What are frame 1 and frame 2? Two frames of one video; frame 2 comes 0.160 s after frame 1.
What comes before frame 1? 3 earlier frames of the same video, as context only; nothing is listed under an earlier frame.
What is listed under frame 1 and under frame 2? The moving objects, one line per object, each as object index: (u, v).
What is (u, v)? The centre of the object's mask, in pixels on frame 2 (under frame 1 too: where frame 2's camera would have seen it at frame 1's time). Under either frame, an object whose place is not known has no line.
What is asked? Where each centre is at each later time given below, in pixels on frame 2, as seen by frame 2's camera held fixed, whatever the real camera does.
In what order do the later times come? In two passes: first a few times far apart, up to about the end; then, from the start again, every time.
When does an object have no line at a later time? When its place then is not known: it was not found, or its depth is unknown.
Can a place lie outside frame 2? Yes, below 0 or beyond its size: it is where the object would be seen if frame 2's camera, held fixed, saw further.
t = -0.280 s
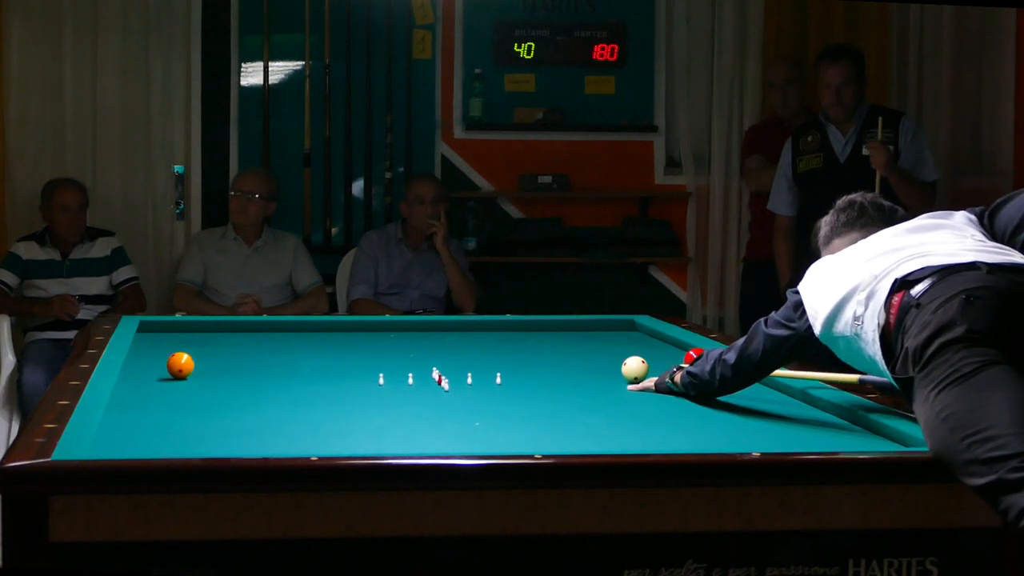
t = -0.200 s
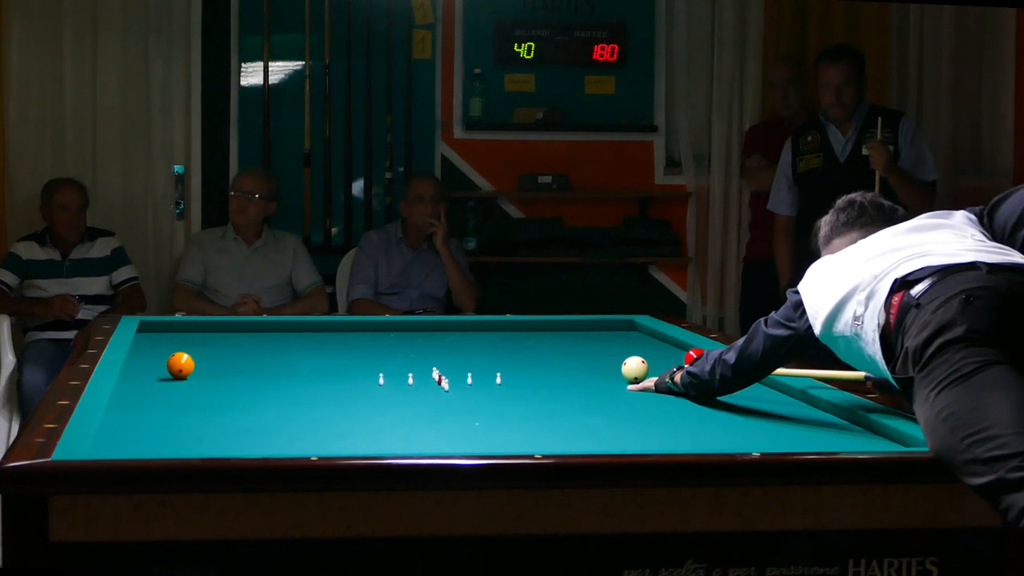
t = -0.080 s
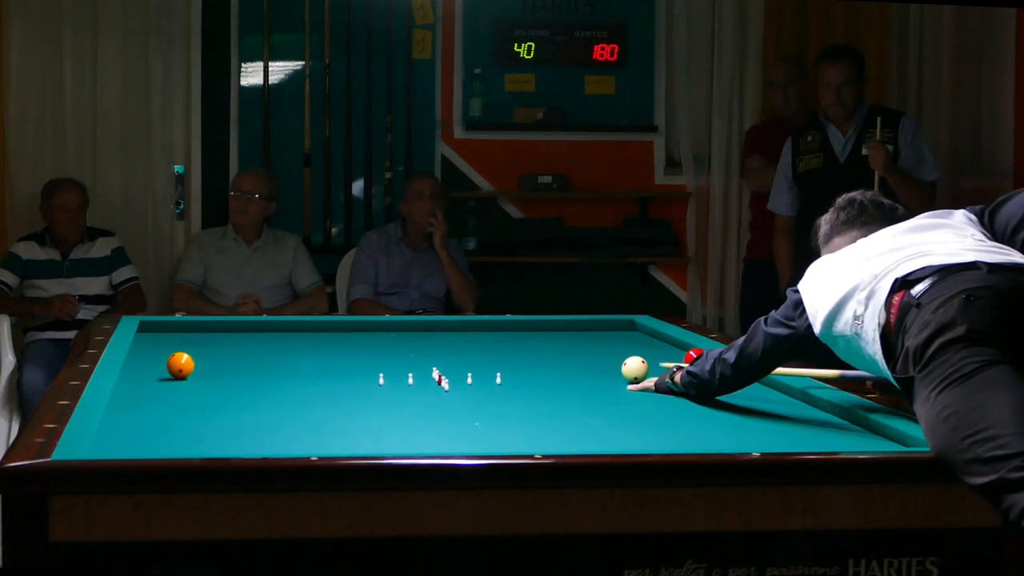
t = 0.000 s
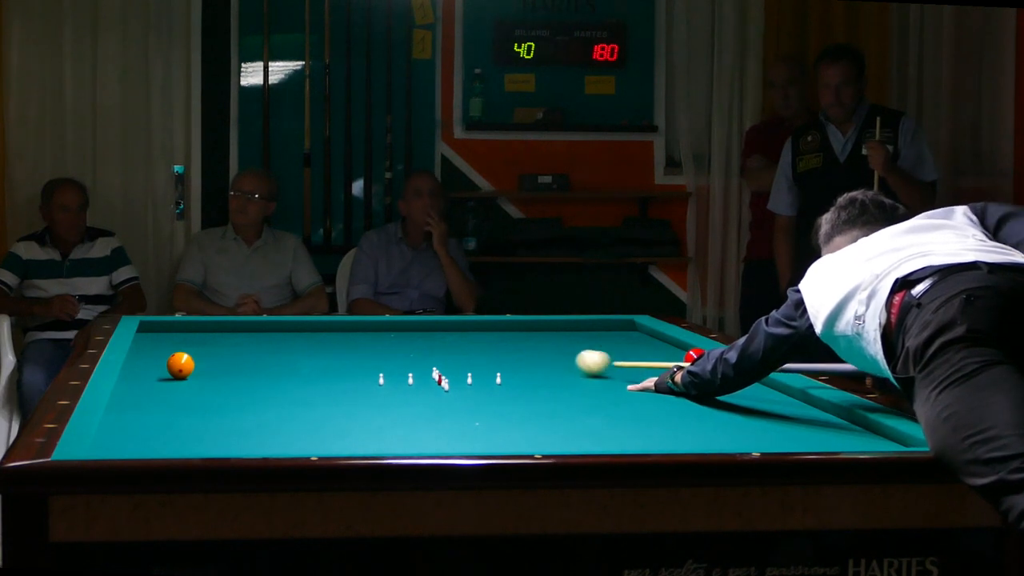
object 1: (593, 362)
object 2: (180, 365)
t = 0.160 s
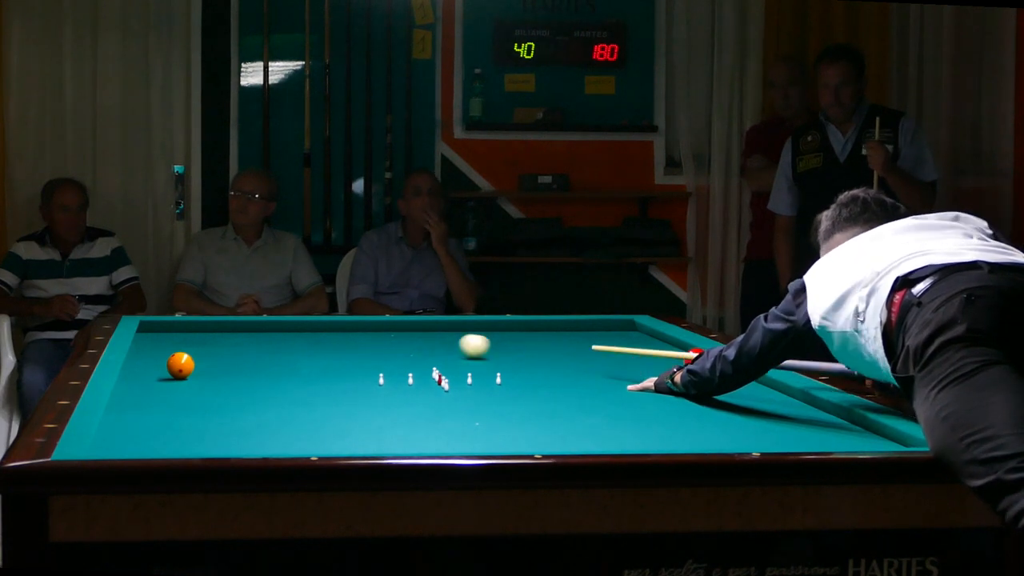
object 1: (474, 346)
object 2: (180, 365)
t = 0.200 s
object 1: (448, 342)
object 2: (180, 365)
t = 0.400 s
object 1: (329, 326)
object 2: (180, 365)
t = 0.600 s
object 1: (262, 332)
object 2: (180, 365)
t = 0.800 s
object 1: (199, 345)
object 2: (180, 365)
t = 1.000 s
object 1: (147, 357)
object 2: (180, 365)
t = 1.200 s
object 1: (177, 362)
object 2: (198, 371)
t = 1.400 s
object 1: (191, 365)
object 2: (225, 381)
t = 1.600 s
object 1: (203, 368)
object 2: (251, 389)
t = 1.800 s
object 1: (215, 370)
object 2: (279, 399)
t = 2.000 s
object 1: (227, 372)
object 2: (309, 410)
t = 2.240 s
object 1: (241, 375)
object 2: (347, 423)
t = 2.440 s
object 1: (252, 378)
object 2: (381, 434)
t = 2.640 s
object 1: (264, 380)
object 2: (417, 442)
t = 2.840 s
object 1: (275, 382)
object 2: (447, 445)
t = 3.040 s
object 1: (286, 384)
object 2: (454, 441)
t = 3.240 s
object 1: (297, 387)
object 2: (461, 438)
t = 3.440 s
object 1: (308, 388)
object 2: (468, 432)
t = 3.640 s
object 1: (319, 391)
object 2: (475, 426)
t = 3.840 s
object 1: (329, 393)
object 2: (481, 420)
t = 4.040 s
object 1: (339, 394)
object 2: (486, 415)
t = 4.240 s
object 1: (349, 396)
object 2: (491, 409)
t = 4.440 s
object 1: (359, 398)
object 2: (496, 404)
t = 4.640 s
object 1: (368, 400)
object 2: (500, 400)
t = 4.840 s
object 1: (377, 402)
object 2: (504, 395)
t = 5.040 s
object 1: (385, 403)
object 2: (508, 391)
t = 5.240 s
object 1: (394, 405)
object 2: (511, 387)
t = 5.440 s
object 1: (401, 406)
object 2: (514, 383)
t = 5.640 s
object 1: (409, 408)
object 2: (517, 380)
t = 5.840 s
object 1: (416, 409)
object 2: (520, 377)
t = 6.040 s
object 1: (423, 411)
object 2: (523, 373)
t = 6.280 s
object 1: (430, 412)
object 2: (525, 370)
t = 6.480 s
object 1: (436, 413)
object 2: (528, 367)
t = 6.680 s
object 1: (441, 414)
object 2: (530, 365)
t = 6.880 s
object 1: (446, 415)
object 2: (532, 362)
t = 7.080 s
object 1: (450, 416)
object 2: (534, 360)
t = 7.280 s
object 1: (454, 416)
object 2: (537, 358)
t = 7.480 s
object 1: (457, 417)
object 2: (538, 356)
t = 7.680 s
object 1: (460, 418)
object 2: (540, 354)
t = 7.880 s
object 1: (462, 418)
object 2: (542, 352)
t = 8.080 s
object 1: (464, 418)
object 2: (543, 350)
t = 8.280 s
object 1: (466, 419)
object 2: (545, 348)
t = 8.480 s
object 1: (466, 419)
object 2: (546, 347)
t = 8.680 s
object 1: (467, 419)
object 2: (548, 345)
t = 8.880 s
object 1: (467, 419)
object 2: (549, 344)
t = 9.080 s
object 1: (467, 419)
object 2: (550, 342)
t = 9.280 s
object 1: (467, 419)
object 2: (551, 341)
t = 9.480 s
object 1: (467, 419)
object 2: (552, 340)
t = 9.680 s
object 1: (467, 419)
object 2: (553, 339)
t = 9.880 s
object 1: (467, 419)
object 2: (553, 338)
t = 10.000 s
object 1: (467, 419)
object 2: (554, 337)
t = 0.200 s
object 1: (448, 342)
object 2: (180, 365)
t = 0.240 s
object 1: (423, 339)
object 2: (180, 365)
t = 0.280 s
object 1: (398, 335)
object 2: (180, 365)
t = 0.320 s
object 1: (374, 332)
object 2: (180, 365)
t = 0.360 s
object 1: (351, 329)
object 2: (180, 365)
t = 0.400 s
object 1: (329, 326)
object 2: (180, 365)
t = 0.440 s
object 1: (308, 323)
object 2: (180, 365)
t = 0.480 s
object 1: (294, 324)
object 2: (180, 365)
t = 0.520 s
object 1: (284, 326)
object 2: (180, 365)
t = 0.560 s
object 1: (273, 329)
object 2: (180, 365)
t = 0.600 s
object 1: (262, 332)
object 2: (180, 365)
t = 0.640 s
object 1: (250, 334)
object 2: (180, 365)
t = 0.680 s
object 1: (238, 337)
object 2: (180, 365)
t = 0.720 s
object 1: (225, 340)
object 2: (180, 365)
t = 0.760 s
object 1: (212, 342)
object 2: (180, 365)
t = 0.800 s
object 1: (199, 345)
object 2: (180, 365)
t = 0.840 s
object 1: (186, 345)
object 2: (180, 365)
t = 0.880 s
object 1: (169, 348)
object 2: (180, 365)
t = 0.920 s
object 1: (156, 352)
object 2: (180, 365)
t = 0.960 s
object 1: (142, 355)
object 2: (180, 365)
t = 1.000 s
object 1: (147, 357)
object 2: (180, 365)
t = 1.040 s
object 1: (156, 359)
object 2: (180, 365)
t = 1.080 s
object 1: (163, 360)
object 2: (181, 366)
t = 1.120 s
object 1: (169, 360)
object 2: (185, 367)
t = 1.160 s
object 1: (173, 361)
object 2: (192, 369)
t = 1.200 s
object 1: (177, 362)
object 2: (198, 371)
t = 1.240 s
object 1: (181, 363)
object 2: (204, 373)
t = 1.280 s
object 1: (184, 364)
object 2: (210, 375)
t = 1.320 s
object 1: (186, 364)
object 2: (215, 377)
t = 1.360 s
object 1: (189, 364)
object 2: (220, 379)
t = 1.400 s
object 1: (191, 365)
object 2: (225, 381)
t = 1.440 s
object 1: (193, 366)
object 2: (230, 382)
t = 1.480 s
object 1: (196, 366)
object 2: (235, 384)
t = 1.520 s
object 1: (198, 367)
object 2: (241, 386)
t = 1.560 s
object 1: (201, 367)
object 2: (246, 387)
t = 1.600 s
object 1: (203, 368)
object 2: (251, 389)
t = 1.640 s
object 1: (206, 368)
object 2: (257, 391)
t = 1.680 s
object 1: (208, 369)
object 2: (262, 393)
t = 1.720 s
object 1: (210, 369)
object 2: (268, 395)
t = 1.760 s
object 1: (213, 369)
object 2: (273, 397)
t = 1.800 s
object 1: (215, 370)
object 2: (279, 399)
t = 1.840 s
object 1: (217, 370)
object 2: (285, 401)
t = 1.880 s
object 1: (220, 371)
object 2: (291, 403)
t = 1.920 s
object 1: (222, 371)
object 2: (297, 405)
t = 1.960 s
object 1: (224, 372)
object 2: (303, 407)
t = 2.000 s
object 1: (227, 372)
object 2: (309, 410)
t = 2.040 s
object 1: (229, 373)
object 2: (315, 411)
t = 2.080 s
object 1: (232, 373)
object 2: (321, 414)
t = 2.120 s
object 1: (234, 374)
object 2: (327, 416)
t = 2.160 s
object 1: (236, 374)
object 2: (334, 418)
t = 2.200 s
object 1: (238, 375)
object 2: (340, 420)
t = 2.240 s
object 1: (241, 375)
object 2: (347, 423)
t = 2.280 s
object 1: (243, 375)
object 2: (353, 425)
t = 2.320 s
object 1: (245, 376)
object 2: (360, 427)
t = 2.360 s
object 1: (248, 377)
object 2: (367, 430)
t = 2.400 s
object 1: (250, 377)
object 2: (374, 432)
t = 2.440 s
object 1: (252, 378)
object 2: (381, 434)
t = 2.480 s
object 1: (255, 378)
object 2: (388, 436)
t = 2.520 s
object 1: (257, 379)
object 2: (395, 438)
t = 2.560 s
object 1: (259, 379)
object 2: (402, 439)
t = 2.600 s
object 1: (262, 379)
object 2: (409, 441)
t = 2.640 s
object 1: (264, 380)
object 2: (417, 442)
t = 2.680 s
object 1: (266, 380)
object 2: (425, 443)
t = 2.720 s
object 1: (268, 381)
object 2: (432, 444)
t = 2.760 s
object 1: (271, 381)
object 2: (440, 446)
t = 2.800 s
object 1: (273, 382)
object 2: (446, 446)
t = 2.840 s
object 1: (275, 382)
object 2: (447, 445)
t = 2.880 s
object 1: (278, 383)
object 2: (448, 444)
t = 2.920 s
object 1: (280, 383)
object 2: (449, 443)
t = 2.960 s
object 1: (282, 383)
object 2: (451, 442)
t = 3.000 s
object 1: (284, 384)
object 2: (452, 442)
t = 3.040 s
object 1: (286, 384)
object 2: (454, 441)
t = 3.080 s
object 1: (289, 385)
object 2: (455, 441)
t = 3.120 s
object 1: (291, 385)
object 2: (457, 440)
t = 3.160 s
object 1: (293, 386)
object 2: (459, 439)
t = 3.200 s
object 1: (295, 386)
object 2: (460, 438)
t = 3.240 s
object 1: (297, 387)
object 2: (461, 438)
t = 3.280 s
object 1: (299, 387)
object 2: (463, 437)
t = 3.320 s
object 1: (301, 387)
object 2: (464, 436)
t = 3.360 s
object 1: (304, 388)
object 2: (466, 435)
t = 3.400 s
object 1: (306, 388)
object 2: (467, 434)
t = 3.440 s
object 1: (308, 388)
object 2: (468, 432)
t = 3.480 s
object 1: (310, 389)
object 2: (470, 431)
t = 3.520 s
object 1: (312, 389)
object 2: (471, 430)
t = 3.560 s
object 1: (314, 390)
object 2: (472, 429)
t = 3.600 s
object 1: (316, 390)
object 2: (474, 428)
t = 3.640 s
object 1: (319, 391)
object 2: (475, 426)
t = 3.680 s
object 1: (321, 391)
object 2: (476, 425)
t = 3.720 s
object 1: (323, 392)
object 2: (477, 424)
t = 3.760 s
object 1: (325, 392)
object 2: (478, 422)
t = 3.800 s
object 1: (327, 392)
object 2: (479, 421)
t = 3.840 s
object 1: (329, 393)
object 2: (481, 420)
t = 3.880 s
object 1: (331, 393)
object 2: (482, 419)
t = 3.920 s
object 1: (333, 393)
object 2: (483, 418)
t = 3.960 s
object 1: (335, 394)
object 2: (484, 417)
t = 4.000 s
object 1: (337, 394)
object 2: (485, 416)
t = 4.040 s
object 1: (339, 394)
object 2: (486, 415)
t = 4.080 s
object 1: (341, 395)
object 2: (487, 413)
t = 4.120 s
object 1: (343, 396)
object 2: (488, 412)
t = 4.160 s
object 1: (345, 396)
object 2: (489, 411)
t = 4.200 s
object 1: (347, 396)
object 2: (490, 410)
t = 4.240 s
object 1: (349, 396)
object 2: (491, 409)
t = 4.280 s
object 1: (351, 397)
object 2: (492, 408)
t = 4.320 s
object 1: (353, 397)
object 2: (493, 407)
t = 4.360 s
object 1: (355, 398)
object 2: (494, 406)
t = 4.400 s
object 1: (357, 398)
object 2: (495, 405)
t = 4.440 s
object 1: (359, 398)
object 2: (496, 404)
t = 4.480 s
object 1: (360, 399)
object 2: (496, 403)
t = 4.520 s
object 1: (362, 399)
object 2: (497, 402)
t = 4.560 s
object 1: (364, 399)
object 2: (498, 401)
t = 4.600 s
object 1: (366, 400)
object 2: (499, 400)
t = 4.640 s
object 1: (368, 400)
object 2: (500, 400)
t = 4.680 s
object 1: (370, 400)
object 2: (501, 399)
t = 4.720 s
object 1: (371, 400)
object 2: (502, 398)
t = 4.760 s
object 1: (373, 401)
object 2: (502, 397)
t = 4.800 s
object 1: (375, 401)
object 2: (503, 396)
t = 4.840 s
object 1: (377, 402)
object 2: (504, 395)
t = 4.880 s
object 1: (378, 402)
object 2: (505, 395)
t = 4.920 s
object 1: (380, 402)
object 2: (506, 394)
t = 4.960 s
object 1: (382, 403)
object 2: (507, 393)
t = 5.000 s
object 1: (384, 403)
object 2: (507, 392)
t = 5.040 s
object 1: (385, 403)
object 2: (508, 391)
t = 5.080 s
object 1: (387, 404)
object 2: (509, 390)
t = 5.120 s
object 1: (389, 404)
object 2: (509, 389)
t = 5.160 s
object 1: (390, 404)
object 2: (510, 389)
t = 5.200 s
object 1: (392, 405)
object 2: (511, 388)
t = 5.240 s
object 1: (394, 405)
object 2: (511, 387)
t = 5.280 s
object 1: (395, 405)
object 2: (512, 386)
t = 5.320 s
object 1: (397, 405)
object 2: (513, 386)
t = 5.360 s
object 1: (398, 406)
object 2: (513, 385)
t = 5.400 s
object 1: (400, 406)
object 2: (514, 384)
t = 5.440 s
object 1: (401, 406)
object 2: (514, 383)
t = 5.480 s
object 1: (403, 407)
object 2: (515, 383)
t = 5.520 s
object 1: (404, 407)
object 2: (516, 382)
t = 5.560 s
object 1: (406, 407)
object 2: (516, 381)
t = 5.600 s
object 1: (408, 408)
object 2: (517, 381)
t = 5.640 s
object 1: (409, 408)
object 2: (517, 380)
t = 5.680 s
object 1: (410, 408)
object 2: (518, 379)
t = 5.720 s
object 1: (412, 409)
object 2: (518, 379)
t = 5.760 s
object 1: (413, 409)
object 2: (519, 378)
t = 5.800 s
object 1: (415, 409)
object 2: (519, 377)
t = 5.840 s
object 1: (416, 409)
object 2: (520, 377)
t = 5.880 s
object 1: (418, 410)
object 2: (520, 376)
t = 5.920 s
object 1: (419, 410)
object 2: (521, 375)
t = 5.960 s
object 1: (420, 410)
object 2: (522, 375)
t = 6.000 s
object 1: (421, 410)
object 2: (522, 374)
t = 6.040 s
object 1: (423, 411)
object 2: (523, 373)
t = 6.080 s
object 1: (424, 411)
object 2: (523, 373)
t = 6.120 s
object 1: (425, 411)
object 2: (523, 372)
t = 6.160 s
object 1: (427, 411)
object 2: (524, 372)
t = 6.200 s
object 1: (428, 411)
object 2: (524, 371)
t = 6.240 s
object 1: (429, 412)
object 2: (525, 370)
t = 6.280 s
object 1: (430, 412)
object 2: (525, 370)
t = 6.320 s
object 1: (431, 412)
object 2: (526, 369)
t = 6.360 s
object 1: (432, 413)
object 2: (526, 369)
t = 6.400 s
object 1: (434, 413)
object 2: (527, 368)
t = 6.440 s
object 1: (435, 413)
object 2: (527, 368)
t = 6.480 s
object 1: (436, 413)
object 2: (528, 367)
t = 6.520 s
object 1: (437, 413)
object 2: (528, 367)
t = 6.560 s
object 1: (438, 414)
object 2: (529, 366)
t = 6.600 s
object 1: (439, 414)
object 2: (529, 365)
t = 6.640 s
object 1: (440, 414)
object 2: (530, 365)
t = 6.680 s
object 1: (441, 414)
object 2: (530, 365)
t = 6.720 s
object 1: (442, 414)
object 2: (530, 364)
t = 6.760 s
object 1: (443, 415)
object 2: (531, 364)
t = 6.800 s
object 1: (444, 415)
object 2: (531, 363)
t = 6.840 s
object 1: (445, 415)
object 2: (532, 362)
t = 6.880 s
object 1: (446, 415)
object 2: (532, 362)
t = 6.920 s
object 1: (447, 415)
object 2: (533, 362)
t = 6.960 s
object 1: (447, 416)
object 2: (533, 361)
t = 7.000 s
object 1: (448, 416)
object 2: (534, 361)
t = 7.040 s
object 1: (449, 416)
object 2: (534, 360)
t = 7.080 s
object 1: (450, 416)
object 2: (534, 360)
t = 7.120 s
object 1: (451, 416)
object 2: (535, 359)
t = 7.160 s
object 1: (452, 416)
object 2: (535, 359)
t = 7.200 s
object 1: (452, 416)
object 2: (535, 359)
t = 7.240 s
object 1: (453, 416)
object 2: (536, 358)
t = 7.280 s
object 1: (454, 416)
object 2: (537, 358)
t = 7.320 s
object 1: (454, 417)
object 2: (537, 357)
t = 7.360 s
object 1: (455, 417)
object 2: (537, 357)
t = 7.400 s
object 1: (456, 417)
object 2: (537, 356)
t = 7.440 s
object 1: (456, 417)
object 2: (538, 356)
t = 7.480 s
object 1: (457, 417)
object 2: (538, 356)
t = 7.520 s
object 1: (457, 417)
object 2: (539, 355)
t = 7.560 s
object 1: (458, 417)
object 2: (539, 355)
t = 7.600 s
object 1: (459, 418)
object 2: (539, 354)
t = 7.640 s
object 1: (459, 418)
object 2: (540, 354)
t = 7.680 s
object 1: (460, 418)
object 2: (540, 354)
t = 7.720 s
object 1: (460, 418)
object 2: (540, 353)
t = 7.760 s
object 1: (461, 418)
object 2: (541, 353)
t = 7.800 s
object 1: (461, 418)
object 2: (541, 352)
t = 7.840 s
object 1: (462, 418)
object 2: (542, 352)
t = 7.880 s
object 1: (462, 418)
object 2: (542, 352)
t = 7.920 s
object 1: (463, 418)
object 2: (542, 351)
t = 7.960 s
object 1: (463, 418)
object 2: (543, 351)
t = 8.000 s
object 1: (463, 418)
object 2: (543, 351)
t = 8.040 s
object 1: (464, 419)
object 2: (543, 350)
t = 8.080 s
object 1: (464, 418)
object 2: (543, 350)
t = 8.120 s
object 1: (464, 418)
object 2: (544, 350)
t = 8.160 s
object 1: (465, 418)
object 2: (544, 349)
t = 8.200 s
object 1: (465, 419)
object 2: (544, 349)
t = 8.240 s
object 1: (465, 419)
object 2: (545, 348)
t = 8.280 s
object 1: (466, 419)
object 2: (545, 348)
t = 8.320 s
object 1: (466, 419)
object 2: (545, 348)
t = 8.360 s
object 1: (466, 419)
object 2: (546, 348)
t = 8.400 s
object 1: (466, 419)
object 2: (546, 347)
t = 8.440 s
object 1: (466, 419)
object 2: (546, 347)
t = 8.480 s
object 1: (466, 419)
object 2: (546, 347)
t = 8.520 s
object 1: (466, 419)
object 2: (547, 346)
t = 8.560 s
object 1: (466, 419)
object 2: (547, 346)
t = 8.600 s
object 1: (467, 419)
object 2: (547, 346)
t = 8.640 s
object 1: (467, 419)
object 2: (548, 345)
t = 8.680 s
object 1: (467, 419)
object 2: (548, 345)
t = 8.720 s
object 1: (467, 419)
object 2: (548, 345)
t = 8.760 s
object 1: (467, 419)
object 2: (548, 345)
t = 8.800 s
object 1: (467, 419)
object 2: (549, 344)
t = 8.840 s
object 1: (467, 419)
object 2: (549, 344)
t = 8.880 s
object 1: (467, 419)
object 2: (549, 344)
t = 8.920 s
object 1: (467, 419)
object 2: (549, 343)
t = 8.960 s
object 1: (467, 419)
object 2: (550, 343)
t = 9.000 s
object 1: (467, 419)
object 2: (550, 343)
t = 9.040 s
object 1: (467, 419)
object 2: (550, 343)
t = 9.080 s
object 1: (467, 419)
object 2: (550, 342)
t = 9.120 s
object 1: (467, 419)
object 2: (550, 342)
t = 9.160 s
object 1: (467, 419)
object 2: (551, 342)
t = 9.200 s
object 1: (467, 419)
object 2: (551, 342)
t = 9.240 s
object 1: (467, 419)
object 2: (551, 341)
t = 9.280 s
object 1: (467, 419)
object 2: (551, 341)
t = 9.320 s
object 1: (467, 419)
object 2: (551, 341)
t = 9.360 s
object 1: (467, 419)
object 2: (551, 341)
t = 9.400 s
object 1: (467, 419)
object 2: (552, 341)
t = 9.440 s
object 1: (467, 419)
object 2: (552, 340)
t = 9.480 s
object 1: (467, 419)
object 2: (552, 340)
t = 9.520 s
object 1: (467, 419)
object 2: (552, 340)
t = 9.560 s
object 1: (467, 419)
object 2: (552, 339)
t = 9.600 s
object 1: (467, 419)
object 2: (552, 339)
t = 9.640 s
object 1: (467, 419)
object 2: (553, 339)
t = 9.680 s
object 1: (467, 419)
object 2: (553, 339)
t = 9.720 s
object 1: (467, 419)
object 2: (553, 339)
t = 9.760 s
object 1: (467, 419)
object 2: (553, 338)
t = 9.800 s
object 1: (467, 419)
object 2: (553, 338)
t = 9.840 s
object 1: (467, 419)
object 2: (553, 338)
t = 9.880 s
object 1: (467, 419)
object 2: (553, 338)
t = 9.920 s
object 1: (467, 419)
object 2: (554, 338)
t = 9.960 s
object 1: (467, 419)
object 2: (554, 337)
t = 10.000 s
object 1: (467, 419)
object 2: (554, 337)
